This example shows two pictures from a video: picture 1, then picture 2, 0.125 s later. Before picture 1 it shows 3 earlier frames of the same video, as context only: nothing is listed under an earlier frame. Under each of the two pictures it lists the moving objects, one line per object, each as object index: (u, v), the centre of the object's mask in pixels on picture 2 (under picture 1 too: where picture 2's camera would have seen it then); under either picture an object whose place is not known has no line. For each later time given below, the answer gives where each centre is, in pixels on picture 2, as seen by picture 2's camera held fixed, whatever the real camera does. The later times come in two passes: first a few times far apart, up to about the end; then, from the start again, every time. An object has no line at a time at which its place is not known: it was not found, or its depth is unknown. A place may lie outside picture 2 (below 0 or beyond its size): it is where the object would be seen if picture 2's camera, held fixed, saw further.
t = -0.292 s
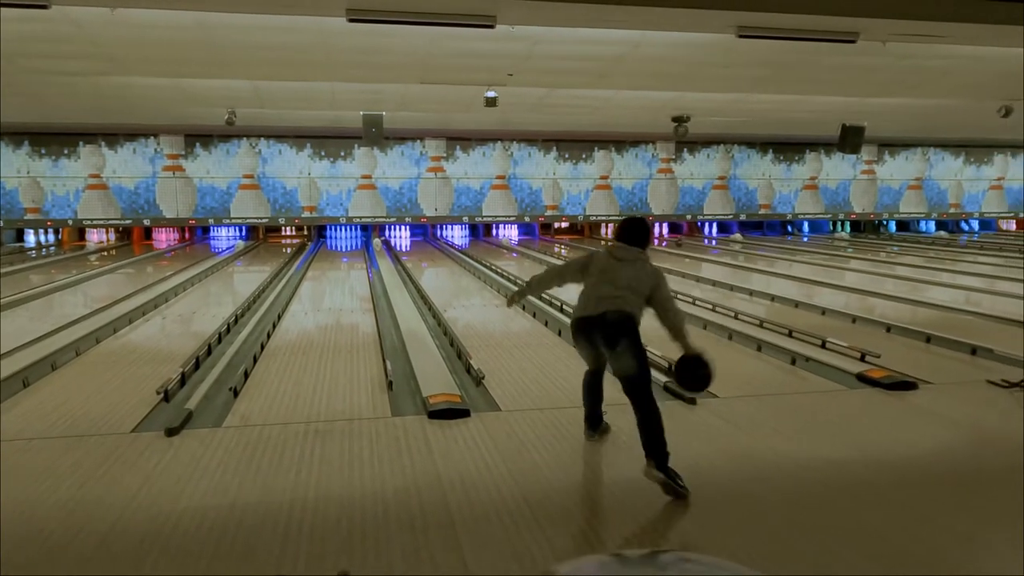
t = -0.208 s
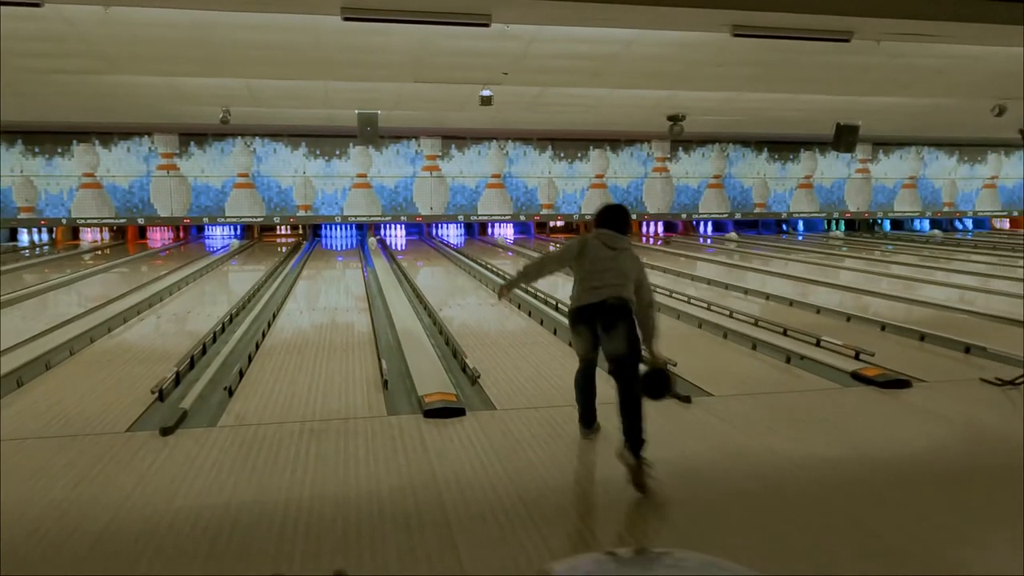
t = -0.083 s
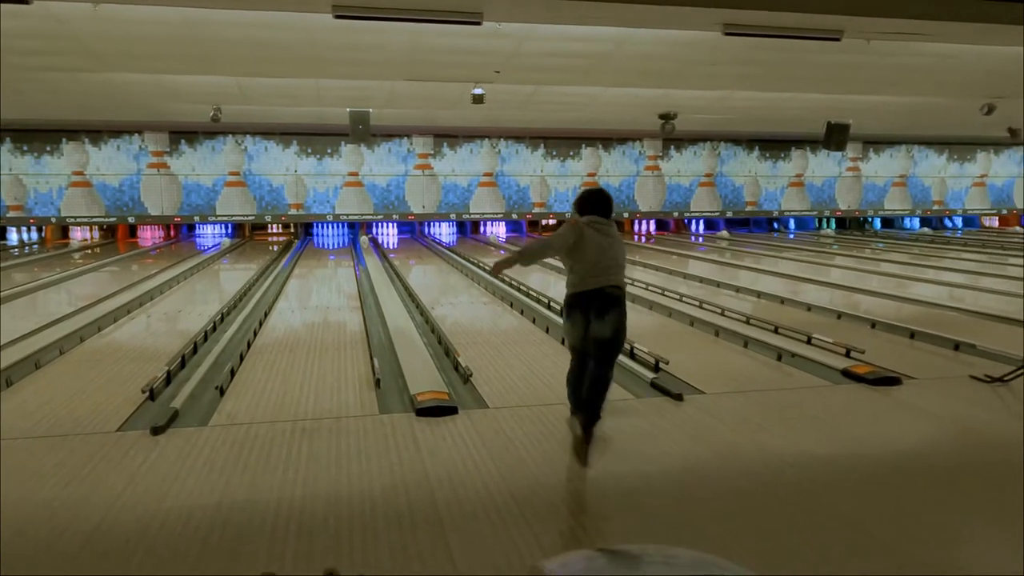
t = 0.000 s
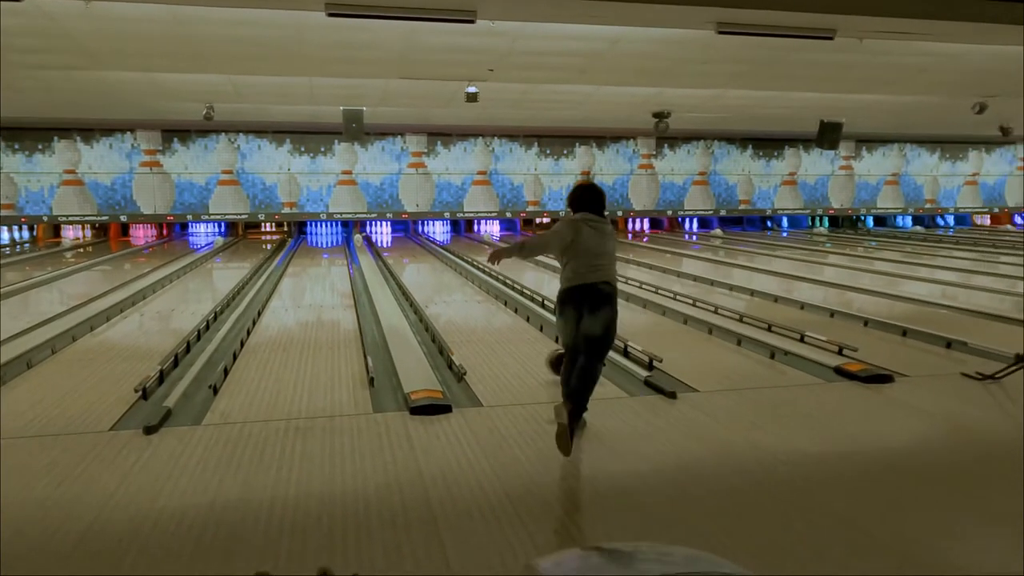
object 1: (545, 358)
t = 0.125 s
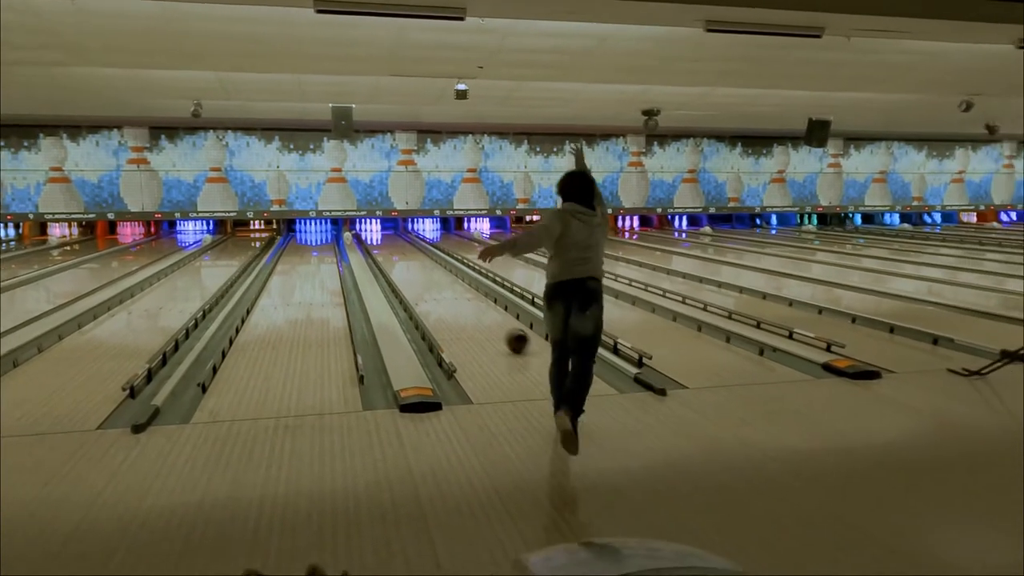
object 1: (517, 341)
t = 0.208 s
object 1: (499, 328)
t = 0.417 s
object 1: (463, 303)
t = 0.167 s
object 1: (508, 334)
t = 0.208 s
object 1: (499, 328)
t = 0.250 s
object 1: (491, 322)
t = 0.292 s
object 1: (483, 317)
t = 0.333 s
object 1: (476, 312)
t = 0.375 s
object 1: (469, 307)
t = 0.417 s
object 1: (463, 303)
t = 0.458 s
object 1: (456, 298)
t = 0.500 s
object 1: (450, 294)
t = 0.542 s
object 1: (445, 291)
